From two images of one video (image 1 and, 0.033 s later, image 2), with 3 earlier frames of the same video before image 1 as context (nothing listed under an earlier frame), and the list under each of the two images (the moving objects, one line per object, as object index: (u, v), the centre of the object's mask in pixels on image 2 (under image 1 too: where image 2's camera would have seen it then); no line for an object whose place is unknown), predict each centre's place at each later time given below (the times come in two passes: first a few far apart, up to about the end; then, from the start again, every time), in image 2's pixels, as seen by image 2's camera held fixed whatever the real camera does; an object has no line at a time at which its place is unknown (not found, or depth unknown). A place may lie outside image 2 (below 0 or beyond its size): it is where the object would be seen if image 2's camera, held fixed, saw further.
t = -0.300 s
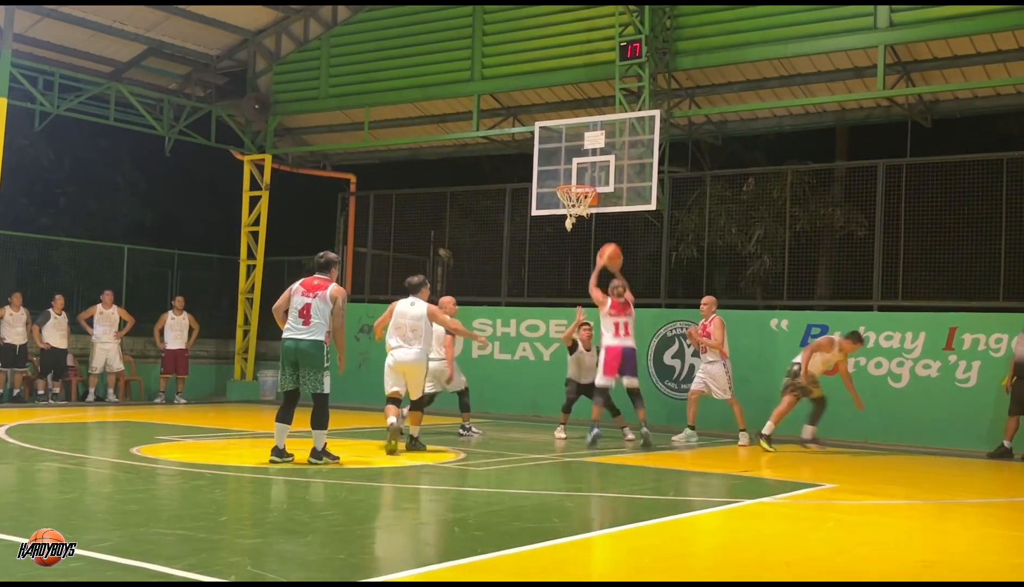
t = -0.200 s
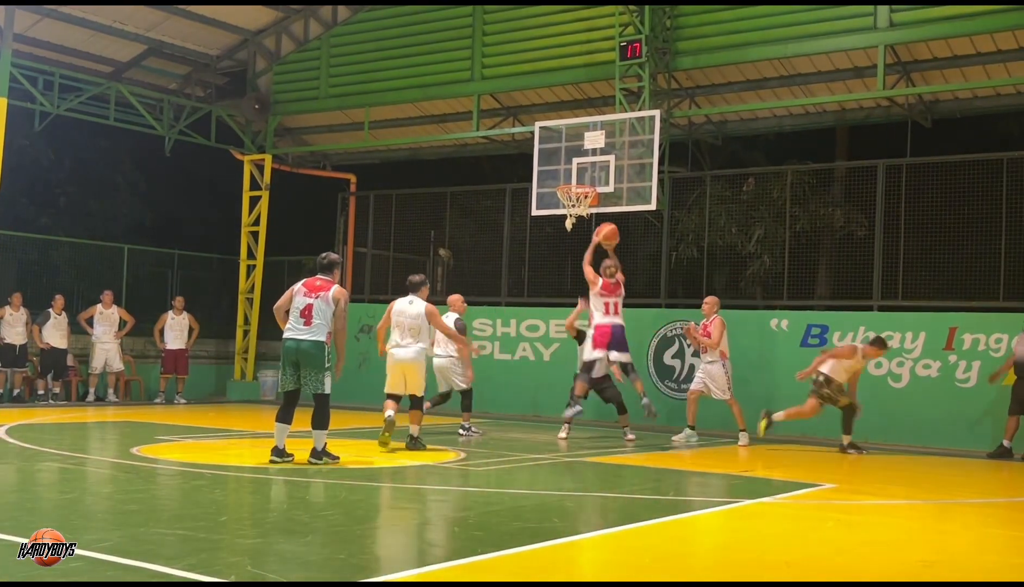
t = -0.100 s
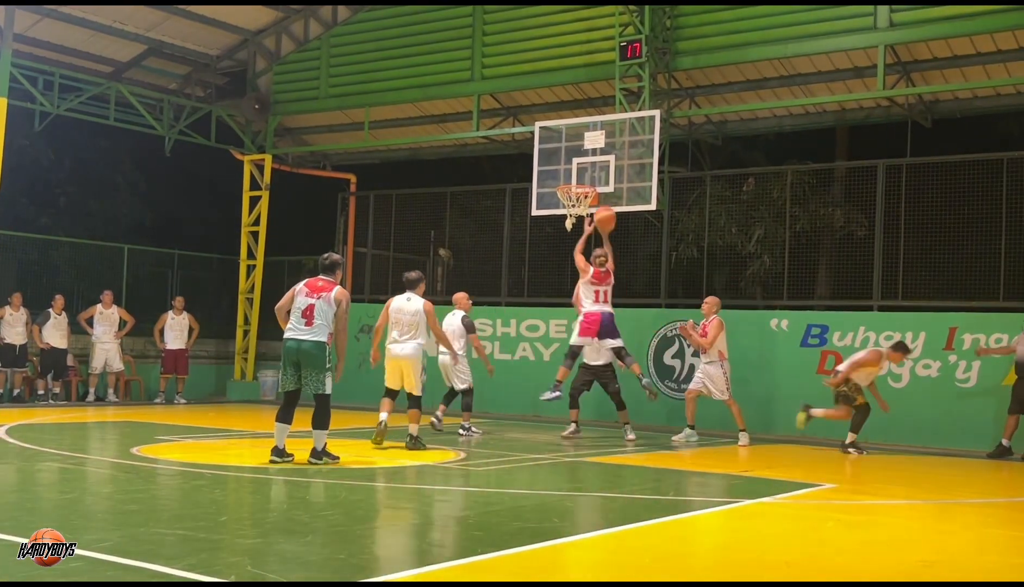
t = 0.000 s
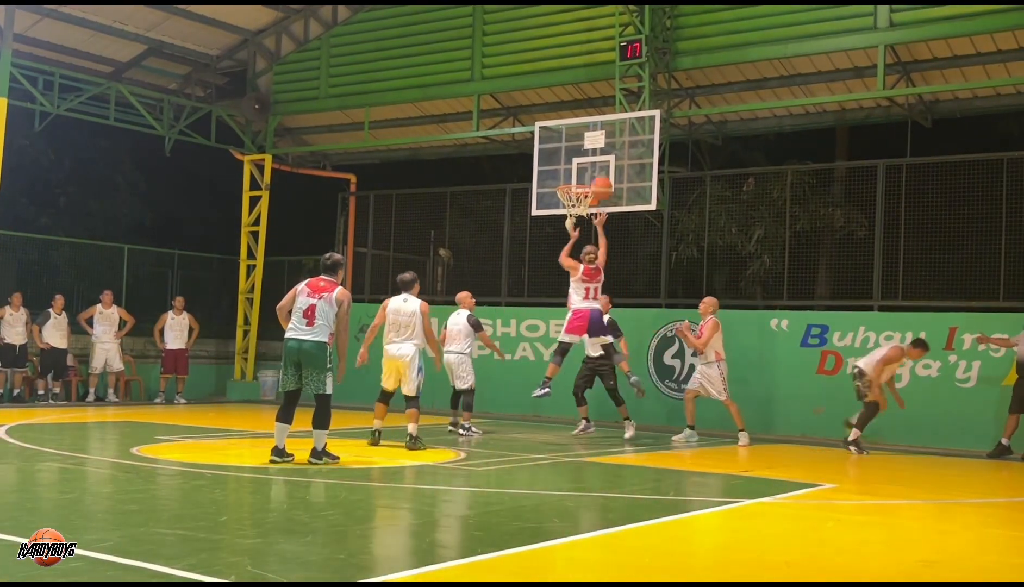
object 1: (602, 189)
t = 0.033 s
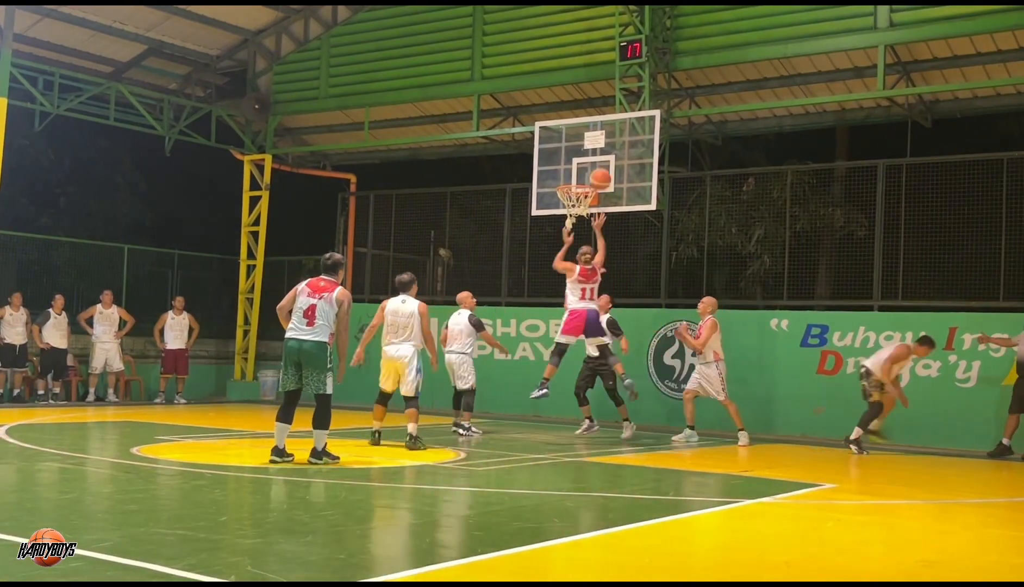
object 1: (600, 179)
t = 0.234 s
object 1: (593, 153)
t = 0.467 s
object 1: (583, 162)
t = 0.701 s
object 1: (574, 213)
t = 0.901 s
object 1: (576, 228)
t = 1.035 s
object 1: (576, 256)
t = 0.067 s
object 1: (599, 173)
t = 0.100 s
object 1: (598, 167)
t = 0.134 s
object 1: (597, 162)
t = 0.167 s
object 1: (596, 158)
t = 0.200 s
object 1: (594, 155)
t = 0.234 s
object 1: (593, 153)
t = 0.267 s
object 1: (591, 151)
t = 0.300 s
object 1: (590, 151)
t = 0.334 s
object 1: (589, 151)
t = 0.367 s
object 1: (588, 153)
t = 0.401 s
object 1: (586, 155)
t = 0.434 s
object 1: (584, 158)
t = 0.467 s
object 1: (583, 162)
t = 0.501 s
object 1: (582, 167)
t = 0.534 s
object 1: (581, 173)
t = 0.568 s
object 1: (577, 182)
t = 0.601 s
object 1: (573, 194)
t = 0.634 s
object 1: (573, 203)
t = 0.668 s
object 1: (574, 210)
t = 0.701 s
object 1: (574, 213)
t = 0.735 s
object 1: (574, 213)
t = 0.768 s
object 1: (574, 215)
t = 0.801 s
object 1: (575, 217)
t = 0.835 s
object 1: (575, 220)
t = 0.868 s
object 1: (575, 224)
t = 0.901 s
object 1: (576, 228)
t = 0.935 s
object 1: (576, 234)
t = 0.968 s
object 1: (576, 240)
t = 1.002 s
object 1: (576, 248)
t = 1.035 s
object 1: (576, 256)
